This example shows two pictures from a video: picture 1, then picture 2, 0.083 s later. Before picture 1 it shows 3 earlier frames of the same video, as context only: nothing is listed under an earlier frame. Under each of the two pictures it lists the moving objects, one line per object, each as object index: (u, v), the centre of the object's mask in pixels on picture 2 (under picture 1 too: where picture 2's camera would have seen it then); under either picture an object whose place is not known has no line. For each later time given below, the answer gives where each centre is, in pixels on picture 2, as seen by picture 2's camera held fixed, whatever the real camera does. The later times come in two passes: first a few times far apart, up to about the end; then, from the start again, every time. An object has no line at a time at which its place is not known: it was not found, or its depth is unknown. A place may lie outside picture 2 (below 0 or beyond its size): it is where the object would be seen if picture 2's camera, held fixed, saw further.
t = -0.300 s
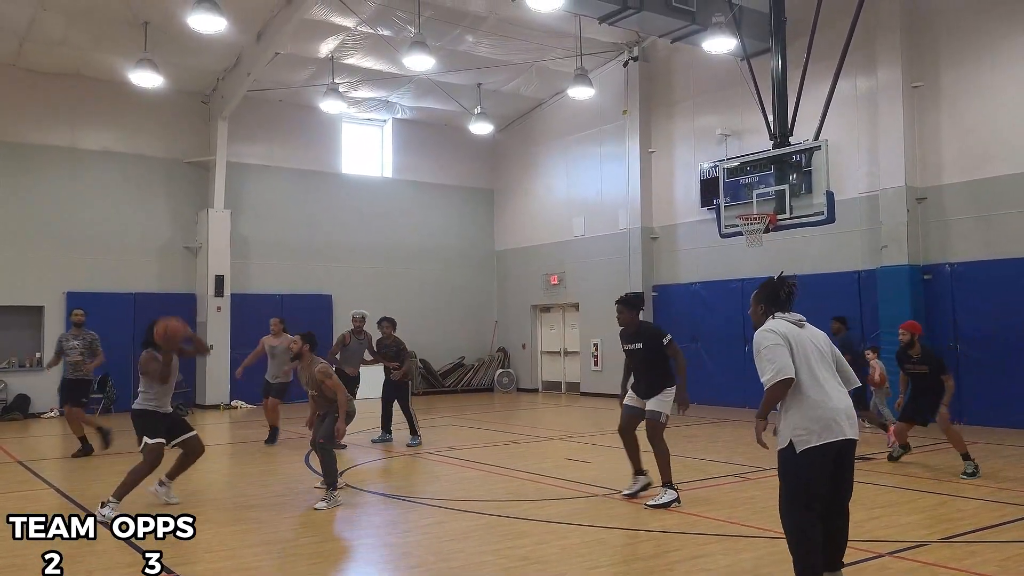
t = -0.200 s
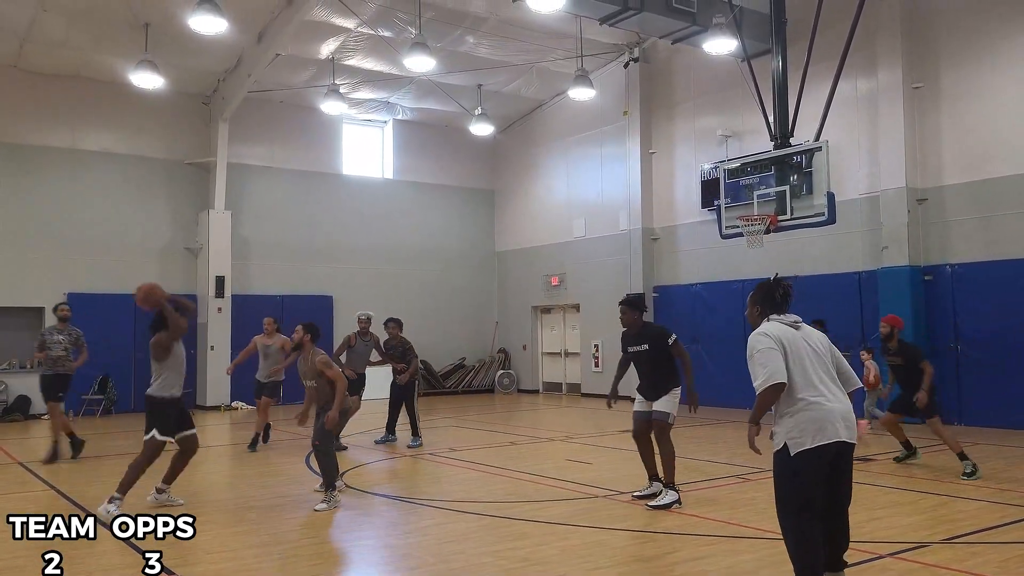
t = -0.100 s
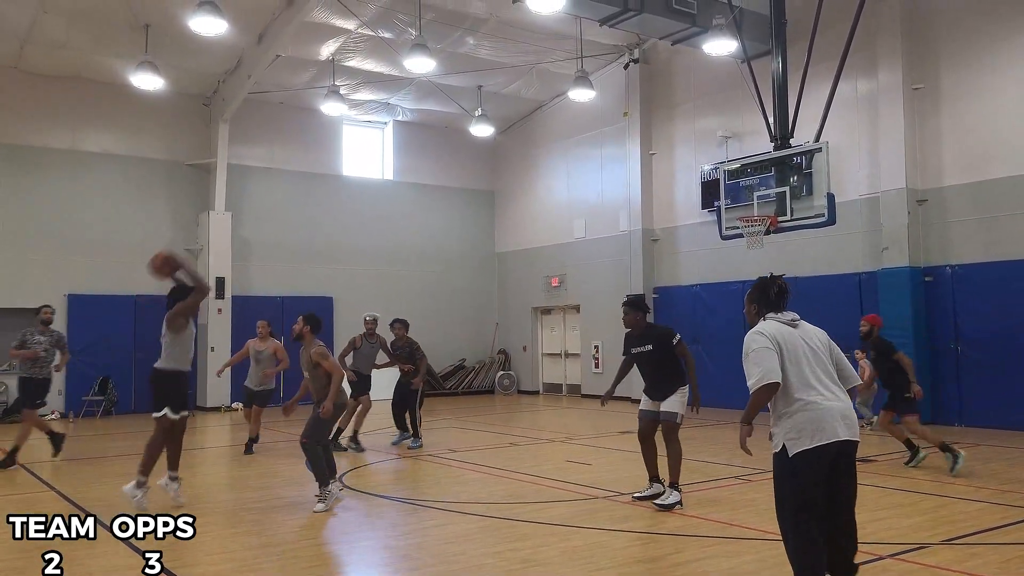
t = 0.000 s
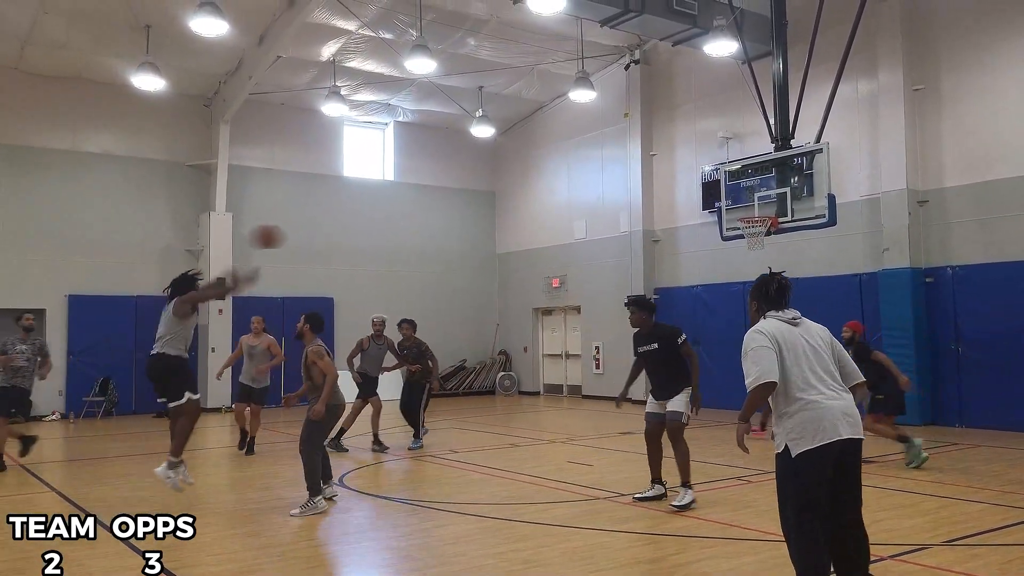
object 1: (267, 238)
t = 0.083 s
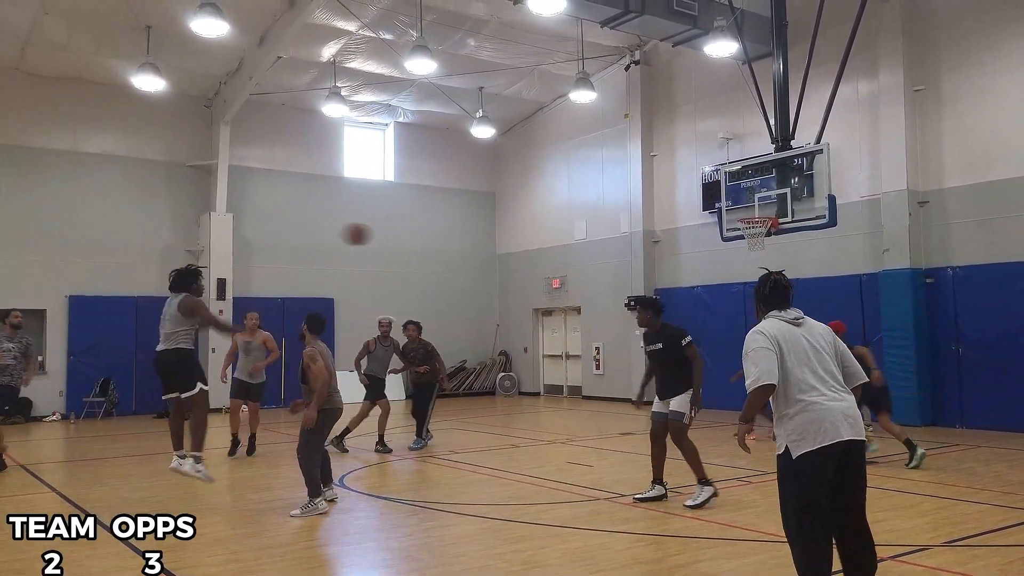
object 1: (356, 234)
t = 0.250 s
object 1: (499, 246)
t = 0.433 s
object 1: (616, 277)
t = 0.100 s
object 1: (372, 234)
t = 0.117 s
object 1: (388, 235)
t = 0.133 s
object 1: (403, 235)
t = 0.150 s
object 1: (418, 236)
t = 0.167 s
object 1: (433, 238)
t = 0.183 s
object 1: (446, 239)
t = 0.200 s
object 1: (460, 240)
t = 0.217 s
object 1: (473, 241)
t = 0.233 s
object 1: (486, 244)
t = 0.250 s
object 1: (499, 246)
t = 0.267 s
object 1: (511, 247)
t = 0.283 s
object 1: (522, 250)
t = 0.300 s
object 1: (533, 252)
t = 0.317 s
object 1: (544, 255)
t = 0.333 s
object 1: (557, 258)
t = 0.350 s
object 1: (567, 261)
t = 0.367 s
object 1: (577, 264)
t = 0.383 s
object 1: (587, 267)
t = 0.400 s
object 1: (597, 270)
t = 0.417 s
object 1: (607, 274)
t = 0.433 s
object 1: (616, 277)
